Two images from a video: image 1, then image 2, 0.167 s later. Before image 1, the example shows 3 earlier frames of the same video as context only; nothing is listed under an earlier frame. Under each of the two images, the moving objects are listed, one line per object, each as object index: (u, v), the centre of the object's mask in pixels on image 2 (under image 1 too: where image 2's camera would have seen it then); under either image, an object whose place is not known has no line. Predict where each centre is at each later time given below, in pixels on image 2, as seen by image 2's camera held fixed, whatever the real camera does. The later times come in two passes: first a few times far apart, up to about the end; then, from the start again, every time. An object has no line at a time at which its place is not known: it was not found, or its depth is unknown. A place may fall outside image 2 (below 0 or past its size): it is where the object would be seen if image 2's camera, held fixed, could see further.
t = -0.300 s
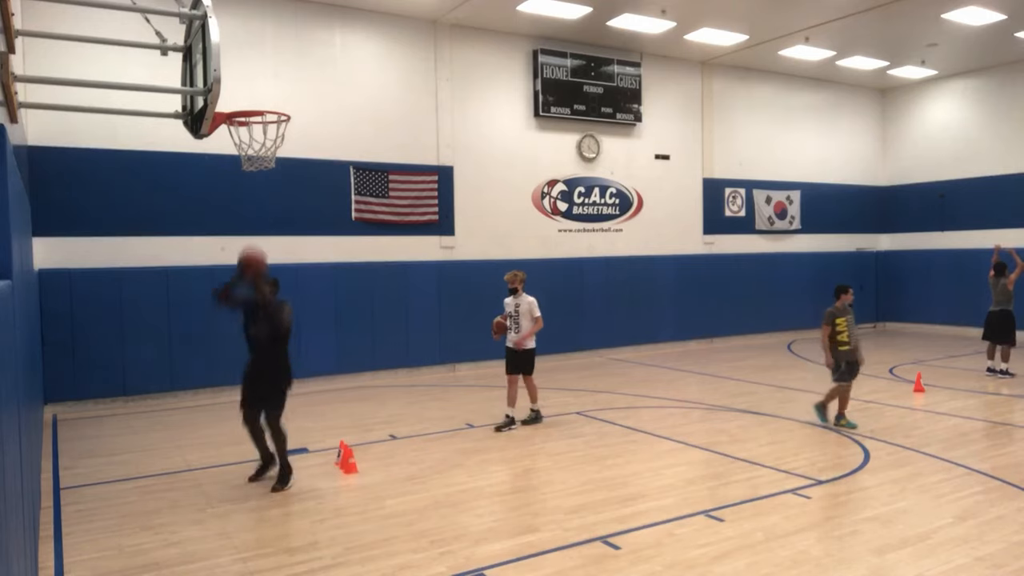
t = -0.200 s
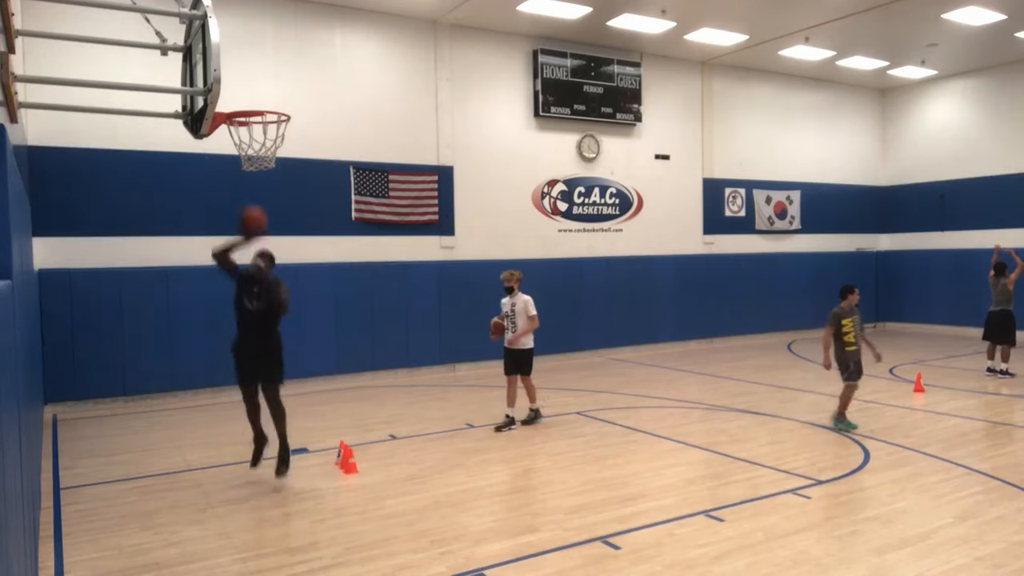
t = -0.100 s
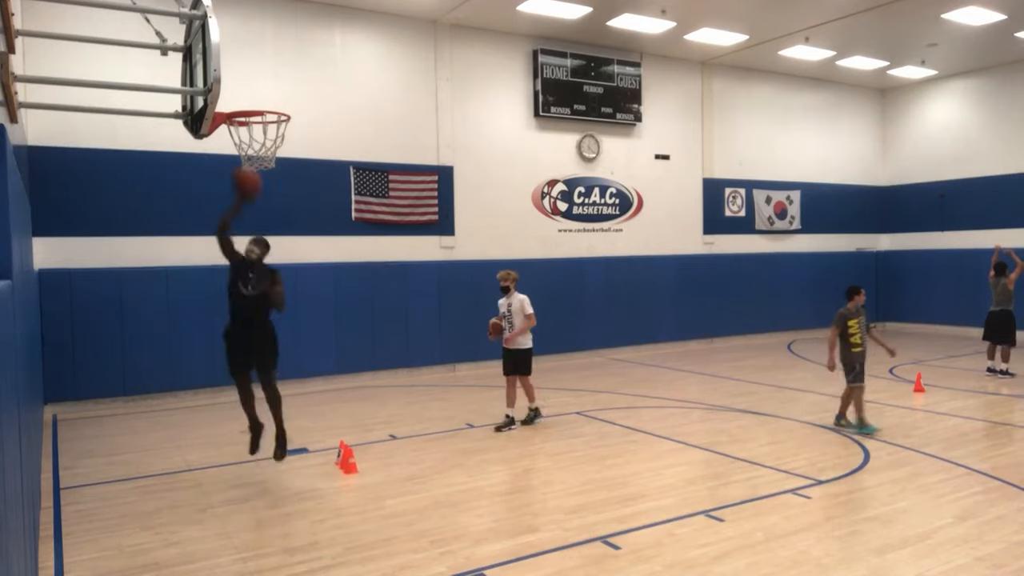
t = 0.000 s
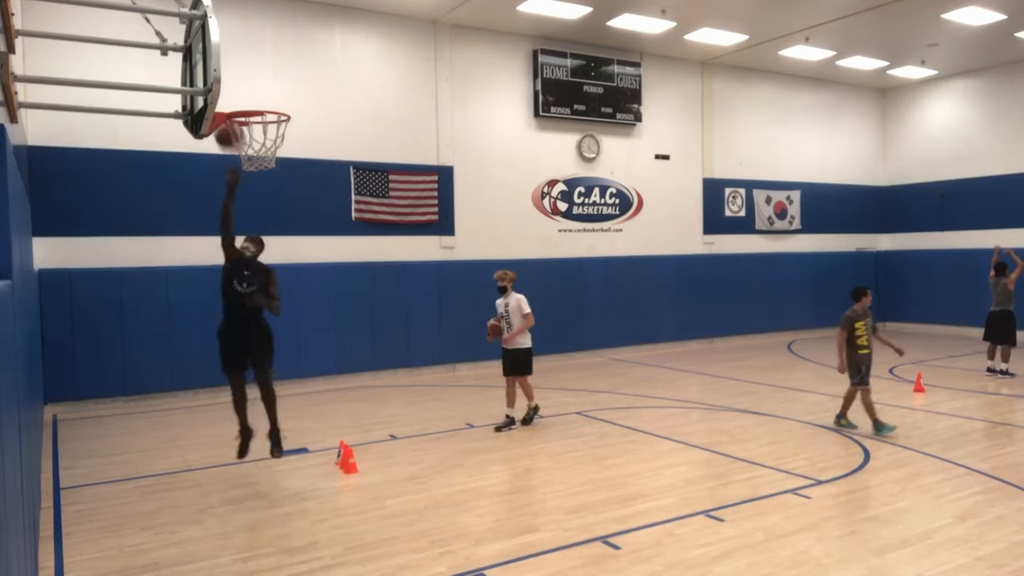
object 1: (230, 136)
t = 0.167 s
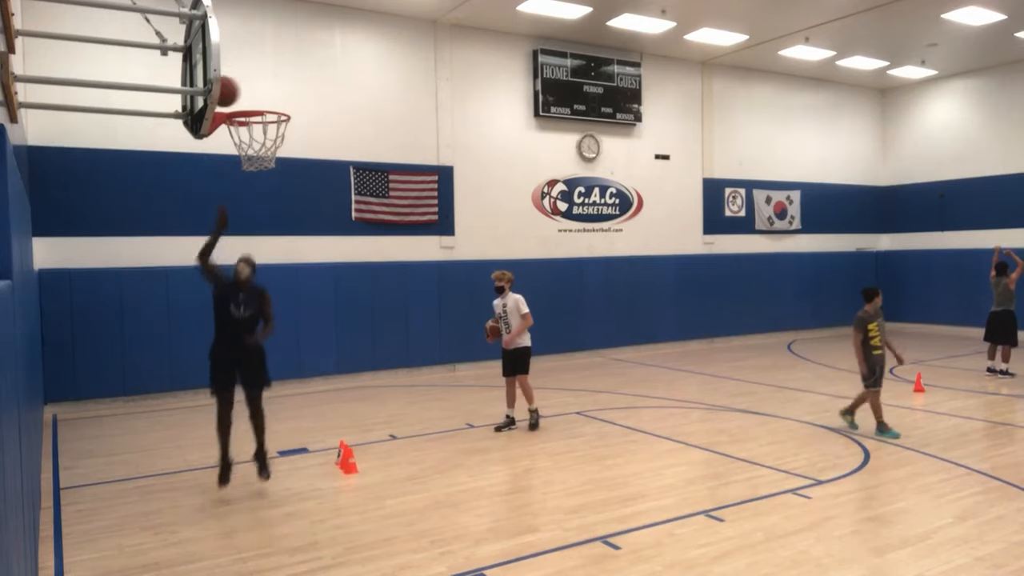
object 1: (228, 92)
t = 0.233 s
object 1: (237, 91)
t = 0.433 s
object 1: (268, 117)
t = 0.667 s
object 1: (239, 148)
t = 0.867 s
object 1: (249, 164)
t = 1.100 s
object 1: (274, 225)
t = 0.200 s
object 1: (232, 90)
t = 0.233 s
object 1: (237, 91)
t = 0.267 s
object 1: (243, 92)
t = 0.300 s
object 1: (250, 95)
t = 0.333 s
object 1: (257, 98)
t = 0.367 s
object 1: (265, 103)
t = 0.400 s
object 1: (271, 112)
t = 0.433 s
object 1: (268, 117)
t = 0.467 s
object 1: (263, 122)
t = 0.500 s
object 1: (257, 129)
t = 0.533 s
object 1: (250, 135)
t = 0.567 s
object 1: (244, 144)
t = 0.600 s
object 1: (241, 147)
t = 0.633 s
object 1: (239, 148)
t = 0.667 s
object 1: (239, 148)
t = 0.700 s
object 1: (239, 148)
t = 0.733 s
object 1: (240, 150)
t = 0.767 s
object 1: (242, 153)
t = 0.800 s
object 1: (245, 157)
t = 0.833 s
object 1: (246, 160)
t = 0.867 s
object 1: (249, 164)
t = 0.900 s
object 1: (253, 172)
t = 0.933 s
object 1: (257, 177)
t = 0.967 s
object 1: (260, 184)
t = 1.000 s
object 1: (264, 192)
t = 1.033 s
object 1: (267, 202)
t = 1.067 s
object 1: (271, 214)
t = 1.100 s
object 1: (274, 225)
